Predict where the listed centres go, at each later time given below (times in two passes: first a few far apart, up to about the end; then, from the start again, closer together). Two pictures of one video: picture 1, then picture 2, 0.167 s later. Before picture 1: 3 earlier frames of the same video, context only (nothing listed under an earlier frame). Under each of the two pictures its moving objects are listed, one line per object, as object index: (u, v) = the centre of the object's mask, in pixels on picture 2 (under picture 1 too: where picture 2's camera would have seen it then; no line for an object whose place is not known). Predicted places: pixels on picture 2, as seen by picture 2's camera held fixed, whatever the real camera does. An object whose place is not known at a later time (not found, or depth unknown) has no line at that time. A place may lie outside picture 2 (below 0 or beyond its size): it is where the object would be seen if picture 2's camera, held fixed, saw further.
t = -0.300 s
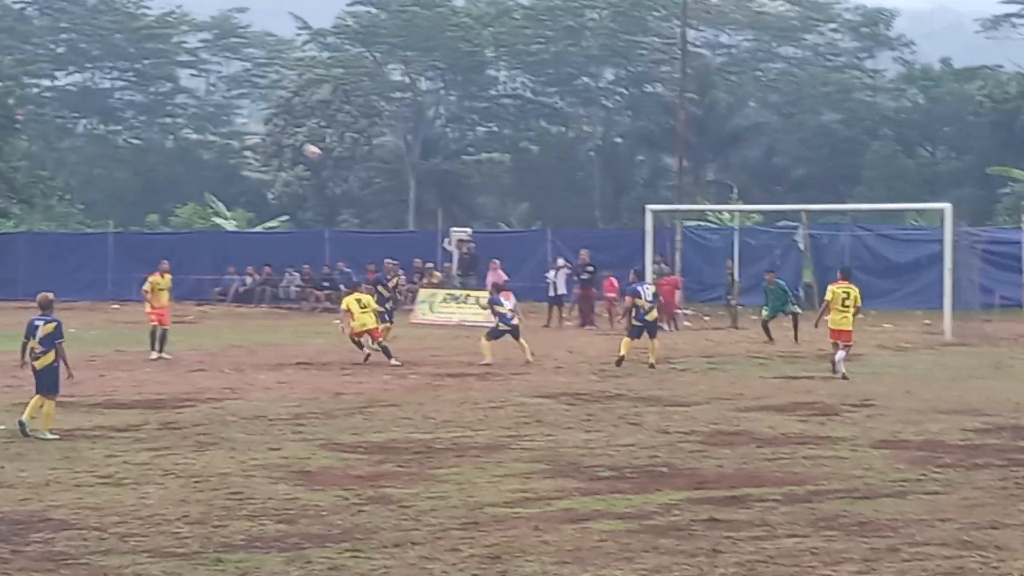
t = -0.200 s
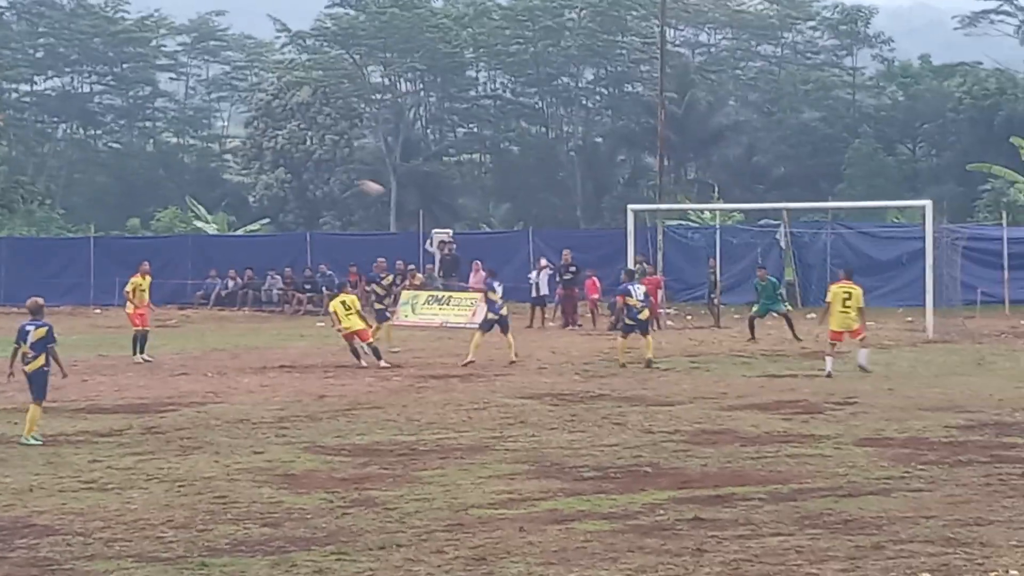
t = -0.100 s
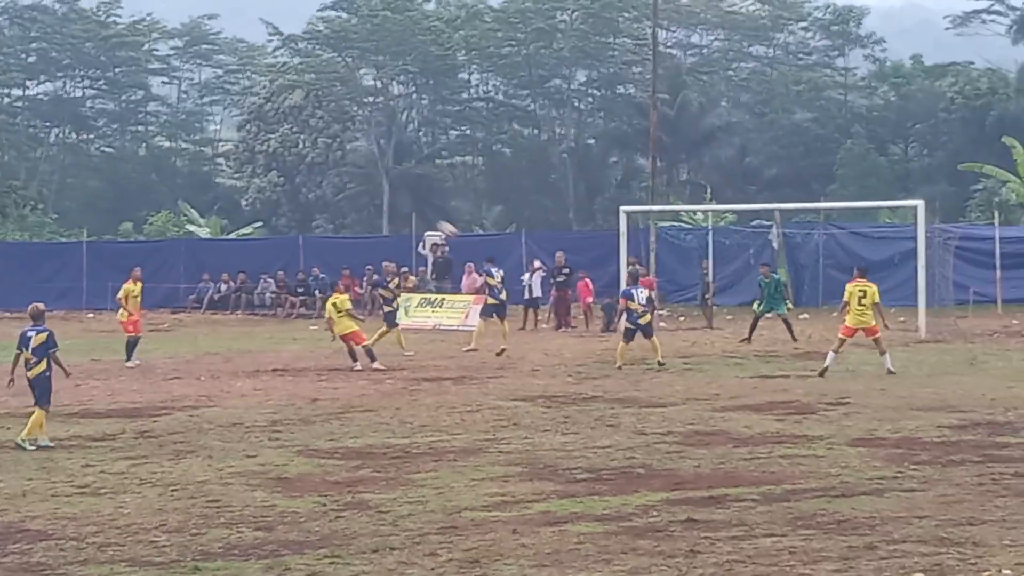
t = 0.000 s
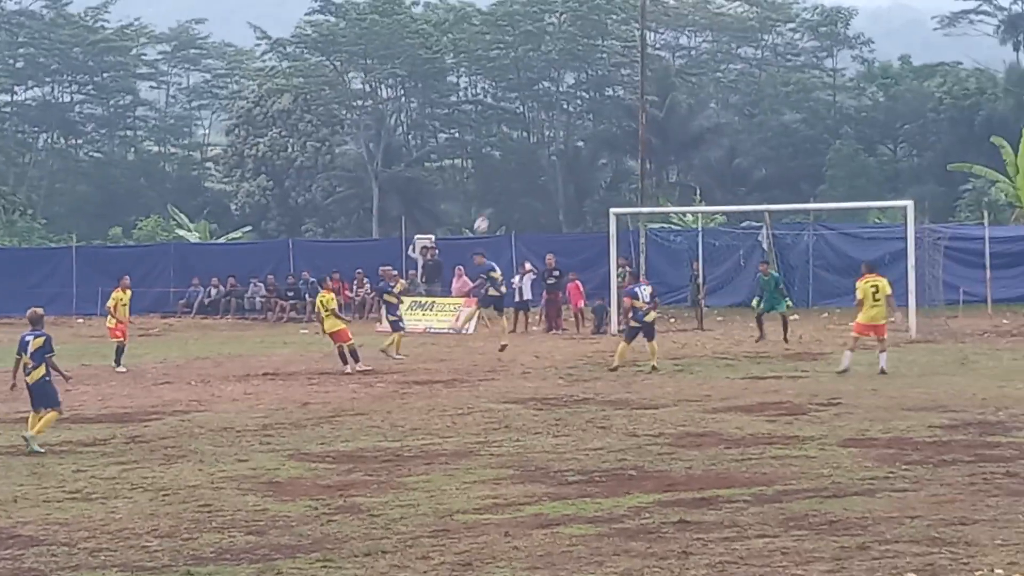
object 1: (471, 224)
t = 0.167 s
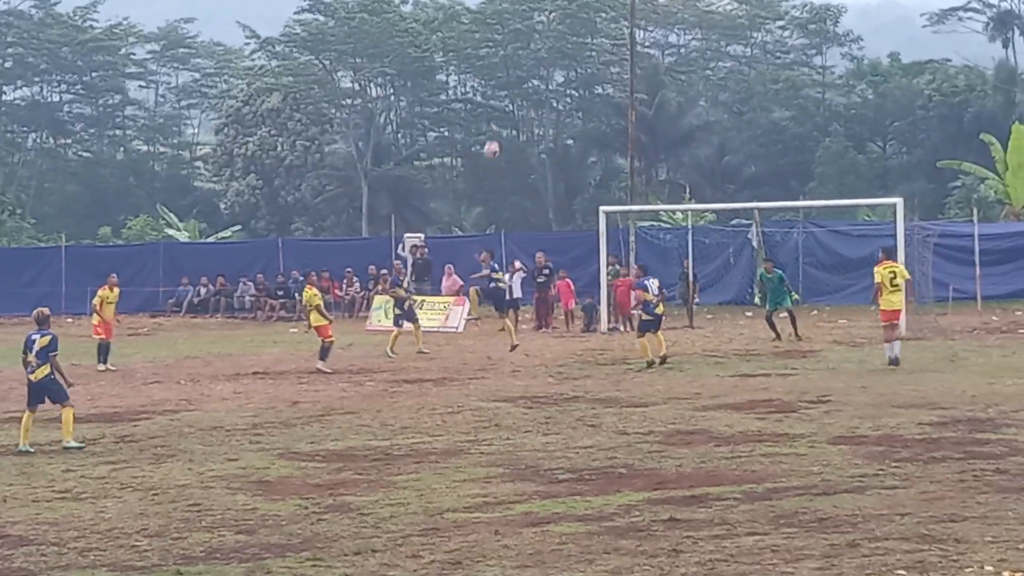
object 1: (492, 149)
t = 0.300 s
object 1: (511, 101)
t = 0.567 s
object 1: (557, 37)
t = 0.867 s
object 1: (619, 24)
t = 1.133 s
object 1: (683, 70)
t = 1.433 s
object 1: (764, 196)
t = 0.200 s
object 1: (496, 134)
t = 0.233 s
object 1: (501, 123)
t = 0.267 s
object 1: (506, 111)
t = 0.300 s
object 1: (511, 101)
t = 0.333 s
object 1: (516, 90)
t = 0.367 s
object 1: (522, 80)
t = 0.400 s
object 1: (527, 71)
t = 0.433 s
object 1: (533, 63)
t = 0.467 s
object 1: (539, 55)
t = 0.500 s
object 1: (545, 48)
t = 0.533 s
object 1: (551, 43)
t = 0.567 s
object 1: (557, 37)
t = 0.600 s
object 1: (564, 33)
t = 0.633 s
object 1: (570, 29)
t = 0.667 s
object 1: (576, 26)
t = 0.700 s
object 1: (583, 23)
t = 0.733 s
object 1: (590, 22)
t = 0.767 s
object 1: (597, 21)
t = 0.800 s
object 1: (605, 20)
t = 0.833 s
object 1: (611, 22)
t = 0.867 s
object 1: (619, 24)
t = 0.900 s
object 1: (627, 26)
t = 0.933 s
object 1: (634, 31)
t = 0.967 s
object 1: (642, 35)
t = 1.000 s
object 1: (649, 40)
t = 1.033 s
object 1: (658, 47)
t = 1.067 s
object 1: (666, 53)
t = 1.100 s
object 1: (674, 61)
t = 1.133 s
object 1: (683, 70)
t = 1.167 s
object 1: (691, 80)
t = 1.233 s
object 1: (709, 103)
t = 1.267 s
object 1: (718, 116)
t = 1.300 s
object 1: (727, 130)
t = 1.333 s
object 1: (736, 145)
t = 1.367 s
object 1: (745, 162)
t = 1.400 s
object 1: (754, 178)
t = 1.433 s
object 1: (764, 196)
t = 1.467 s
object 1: (774, 217)
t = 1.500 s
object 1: (783, 237)
